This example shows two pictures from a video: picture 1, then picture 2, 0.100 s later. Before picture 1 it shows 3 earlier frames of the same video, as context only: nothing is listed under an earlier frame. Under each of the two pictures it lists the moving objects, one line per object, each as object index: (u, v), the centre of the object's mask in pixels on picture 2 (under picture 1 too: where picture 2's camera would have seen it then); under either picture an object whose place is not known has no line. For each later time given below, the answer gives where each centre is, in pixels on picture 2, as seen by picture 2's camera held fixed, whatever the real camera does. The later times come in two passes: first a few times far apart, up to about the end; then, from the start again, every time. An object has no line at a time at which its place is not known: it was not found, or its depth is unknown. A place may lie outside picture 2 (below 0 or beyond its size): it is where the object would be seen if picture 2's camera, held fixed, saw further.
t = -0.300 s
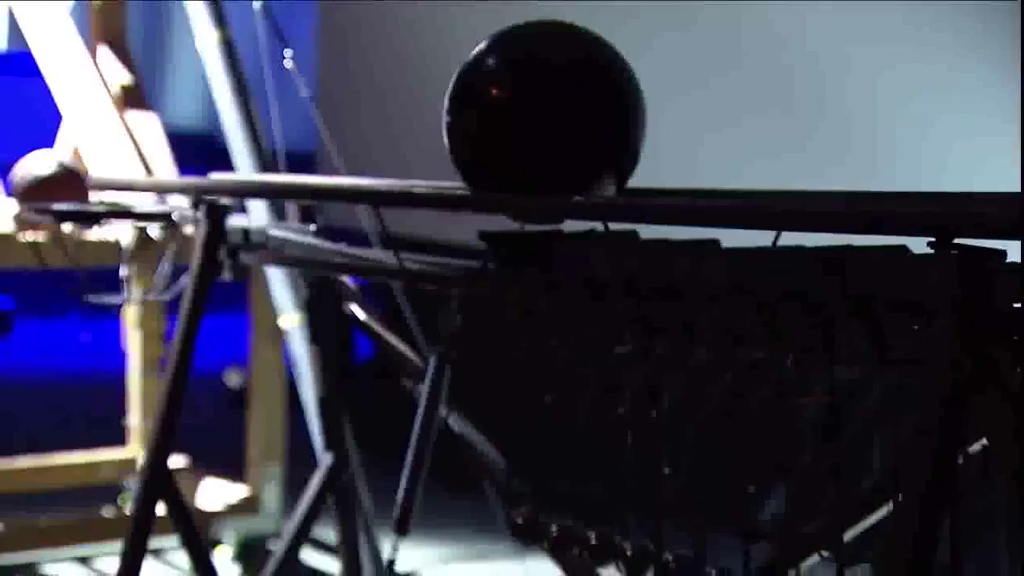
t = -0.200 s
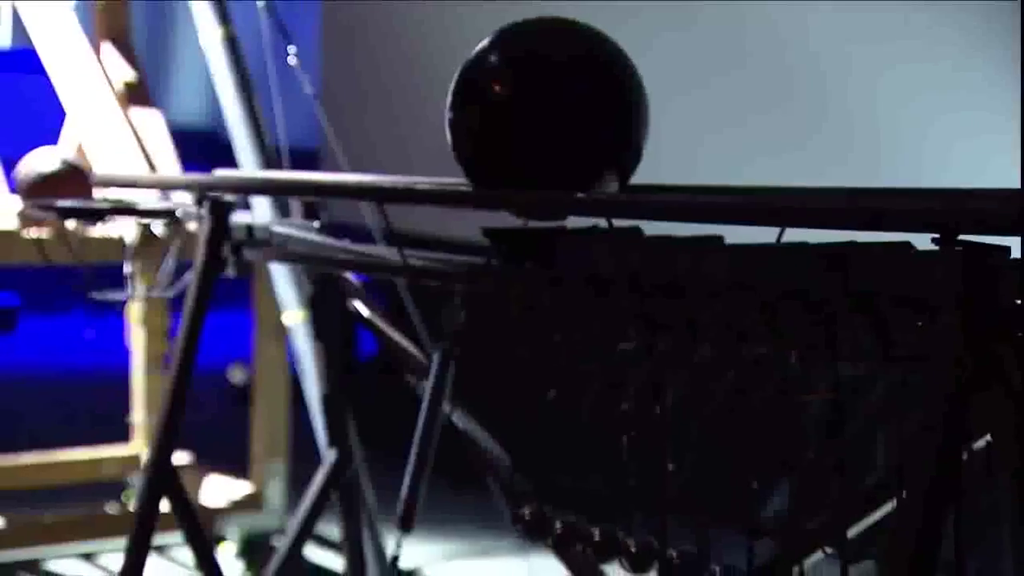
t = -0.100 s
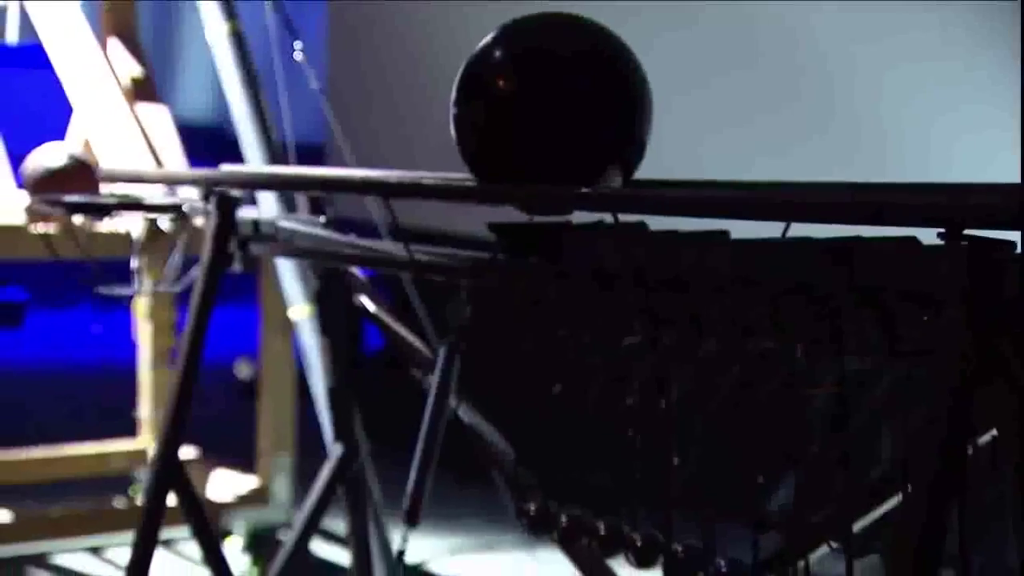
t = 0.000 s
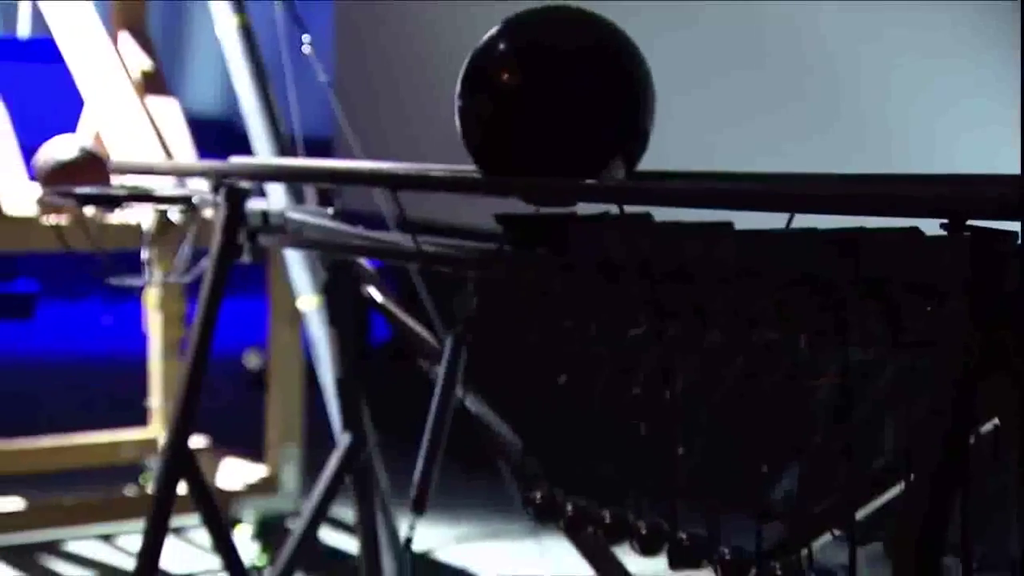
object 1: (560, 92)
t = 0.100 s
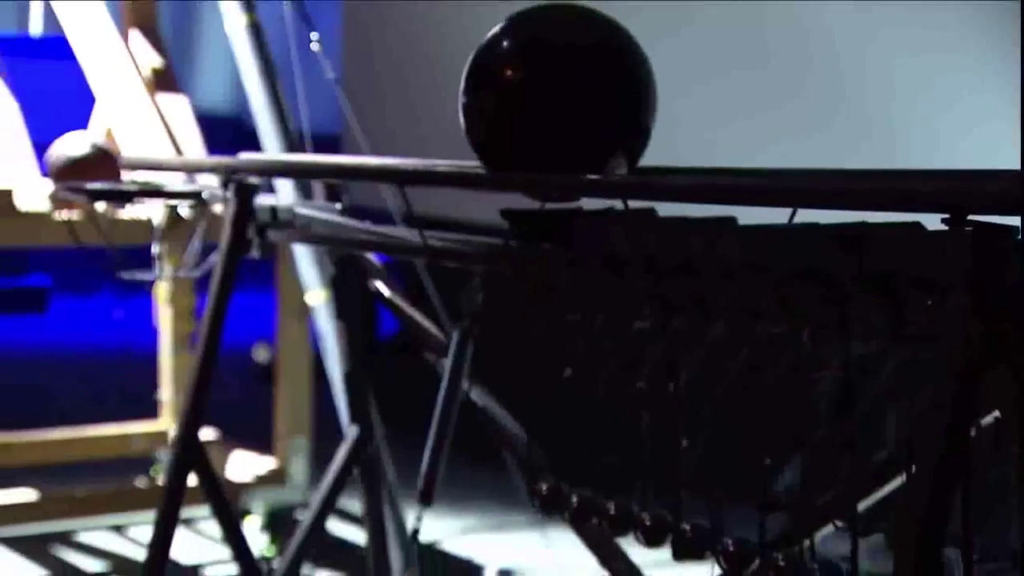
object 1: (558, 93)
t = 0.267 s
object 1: (553, 92)
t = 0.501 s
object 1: (543, 93)
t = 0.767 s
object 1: (528, 95)
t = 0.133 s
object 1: (557, 93)
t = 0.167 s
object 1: (556, 93)
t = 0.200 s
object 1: (555, 93)
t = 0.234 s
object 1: (554, 93)
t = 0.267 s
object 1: (553, 92)
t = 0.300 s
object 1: (552, 93)
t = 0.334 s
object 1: (550, 92)
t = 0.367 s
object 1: (549, 92)
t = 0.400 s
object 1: (548, 92)
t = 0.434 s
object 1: (546, 93)
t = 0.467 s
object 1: (545, 93)
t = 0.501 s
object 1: (543, 93)
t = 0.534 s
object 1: (542, 93)
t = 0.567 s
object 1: (540, 93)
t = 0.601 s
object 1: (538, 93)
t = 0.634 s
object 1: (536, 94)
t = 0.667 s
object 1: (534, 94)
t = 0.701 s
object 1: (532, 94)
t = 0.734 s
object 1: (530, 94)
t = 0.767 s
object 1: (528, 95)
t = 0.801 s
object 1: (526, 95)
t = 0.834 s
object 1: (524, 95)
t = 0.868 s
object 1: (522, 94)
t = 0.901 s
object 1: (519, 94)
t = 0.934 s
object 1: (517, 94)
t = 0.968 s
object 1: (514, 94)
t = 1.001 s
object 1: (512, 95)
